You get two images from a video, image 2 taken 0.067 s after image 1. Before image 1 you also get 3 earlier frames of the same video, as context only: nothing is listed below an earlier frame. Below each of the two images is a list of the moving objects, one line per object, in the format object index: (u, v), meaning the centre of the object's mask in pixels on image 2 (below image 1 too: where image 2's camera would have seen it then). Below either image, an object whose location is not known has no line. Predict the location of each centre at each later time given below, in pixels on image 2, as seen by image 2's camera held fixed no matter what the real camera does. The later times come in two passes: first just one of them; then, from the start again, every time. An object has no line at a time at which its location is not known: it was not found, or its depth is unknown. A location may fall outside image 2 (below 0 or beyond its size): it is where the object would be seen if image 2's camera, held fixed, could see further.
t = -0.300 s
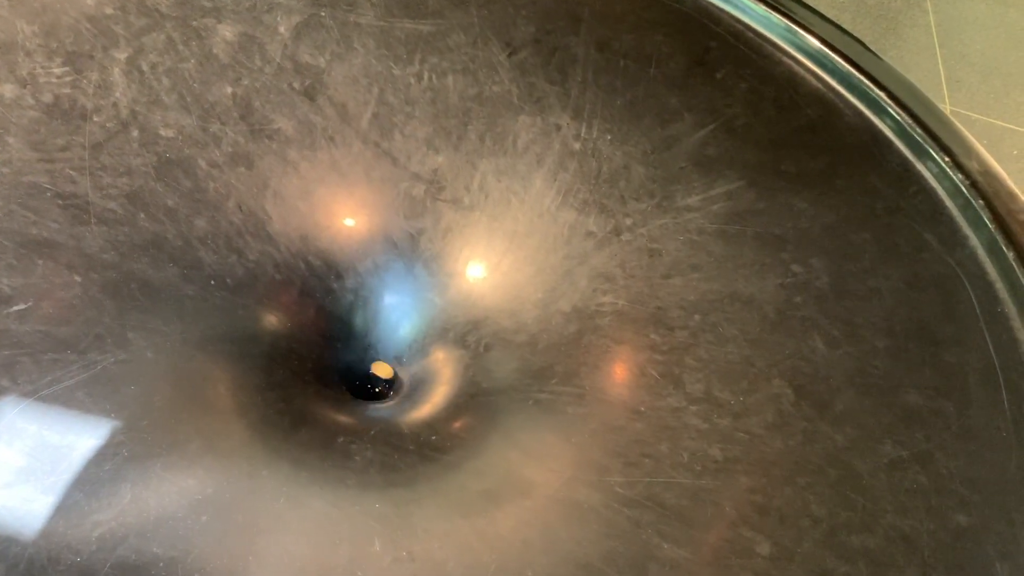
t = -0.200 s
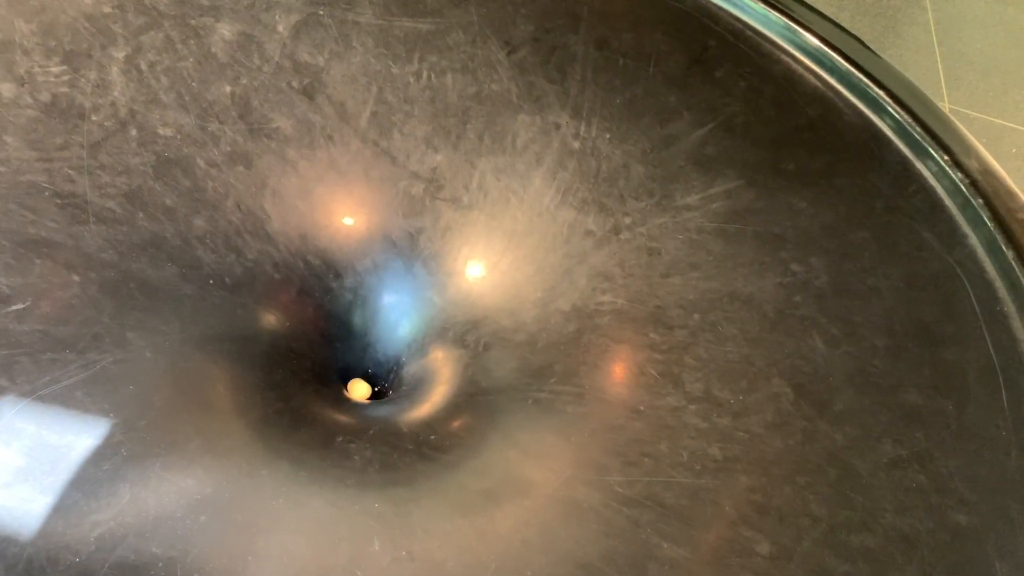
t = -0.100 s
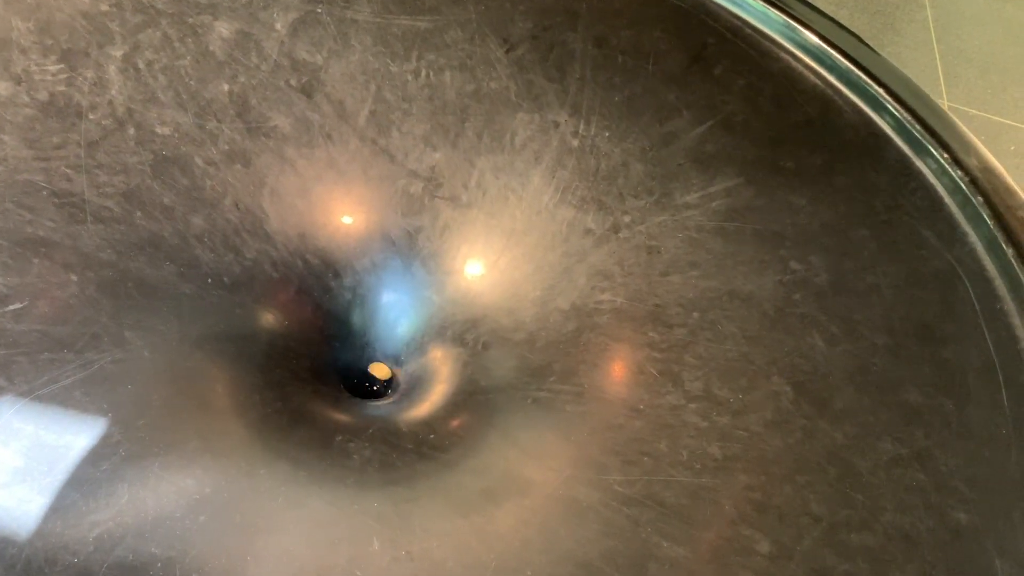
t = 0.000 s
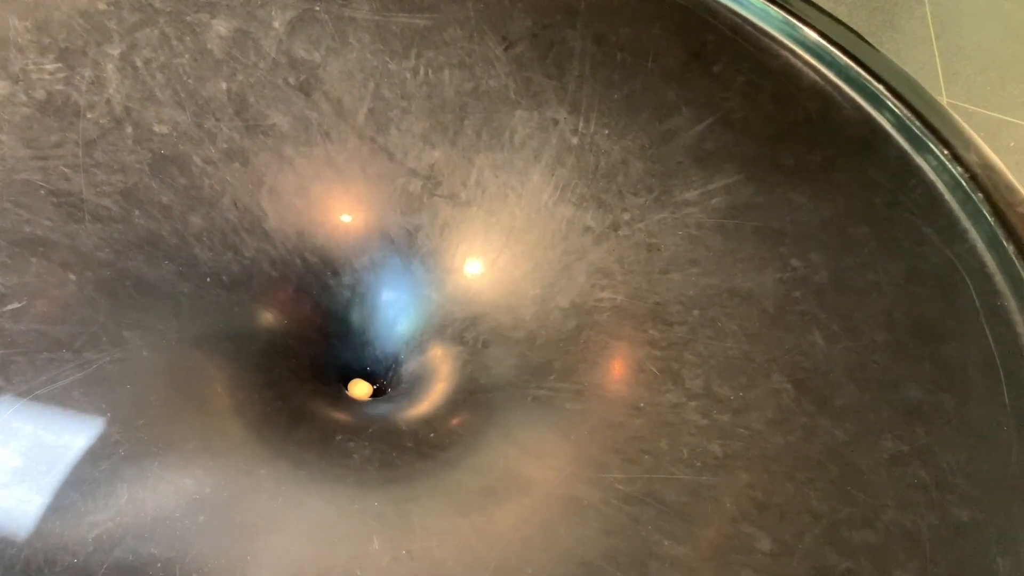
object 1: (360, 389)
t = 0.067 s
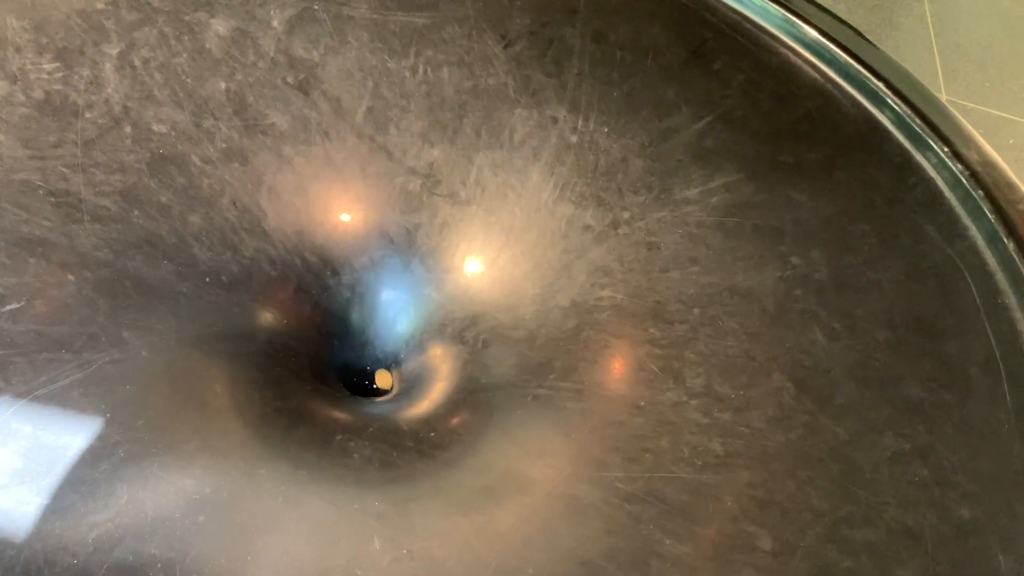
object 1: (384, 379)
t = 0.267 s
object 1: (379, 373)
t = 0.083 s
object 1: (381, 373)
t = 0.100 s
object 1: (374, 369)
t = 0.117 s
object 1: (366, 369)
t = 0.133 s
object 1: (359, 372)
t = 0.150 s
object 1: (354, 378)
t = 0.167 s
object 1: (354, 386)
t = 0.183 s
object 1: (360, 389)
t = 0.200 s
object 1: (368, 391)
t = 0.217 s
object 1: (376, 390)
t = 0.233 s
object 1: (382, 388)
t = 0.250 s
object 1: (382, 380)
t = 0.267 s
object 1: (379, 373)
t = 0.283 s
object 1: (371, 370)
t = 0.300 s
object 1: (363, 371)
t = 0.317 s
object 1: (357, 375)
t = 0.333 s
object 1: (355, 382)
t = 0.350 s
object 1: (357, 388)
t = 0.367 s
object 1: (364, 391)
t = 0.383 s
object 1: (372, 392)
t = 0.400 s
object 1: (379, 390)
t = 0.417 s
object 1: (381, 384)
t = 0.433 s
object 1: (380, 377)
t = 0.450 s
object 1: (373, 372)
